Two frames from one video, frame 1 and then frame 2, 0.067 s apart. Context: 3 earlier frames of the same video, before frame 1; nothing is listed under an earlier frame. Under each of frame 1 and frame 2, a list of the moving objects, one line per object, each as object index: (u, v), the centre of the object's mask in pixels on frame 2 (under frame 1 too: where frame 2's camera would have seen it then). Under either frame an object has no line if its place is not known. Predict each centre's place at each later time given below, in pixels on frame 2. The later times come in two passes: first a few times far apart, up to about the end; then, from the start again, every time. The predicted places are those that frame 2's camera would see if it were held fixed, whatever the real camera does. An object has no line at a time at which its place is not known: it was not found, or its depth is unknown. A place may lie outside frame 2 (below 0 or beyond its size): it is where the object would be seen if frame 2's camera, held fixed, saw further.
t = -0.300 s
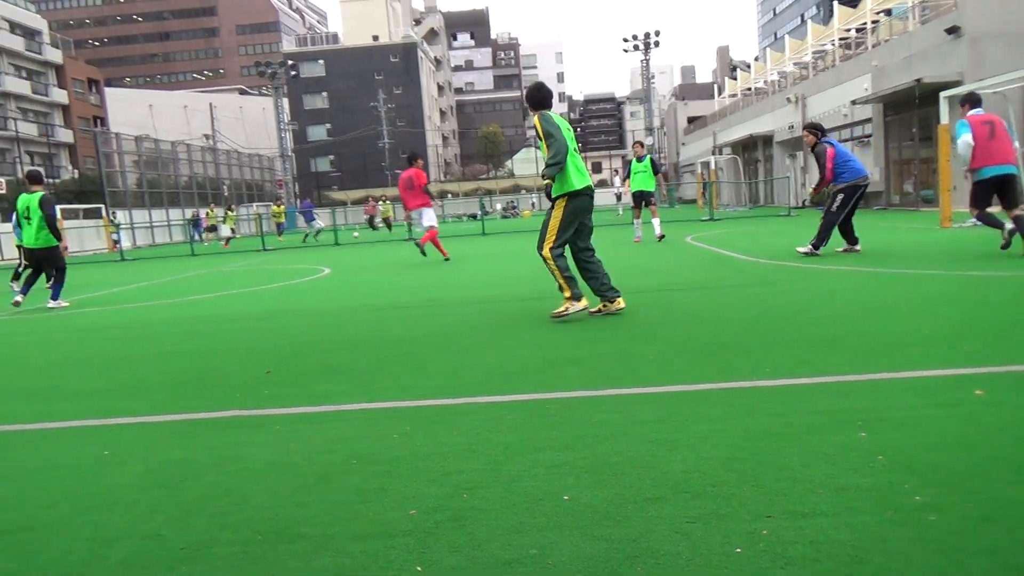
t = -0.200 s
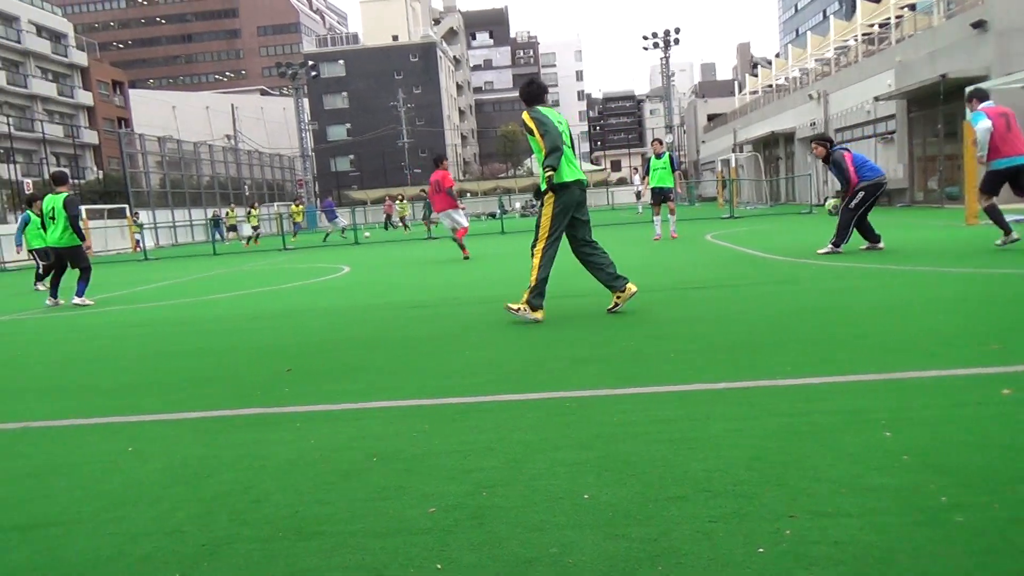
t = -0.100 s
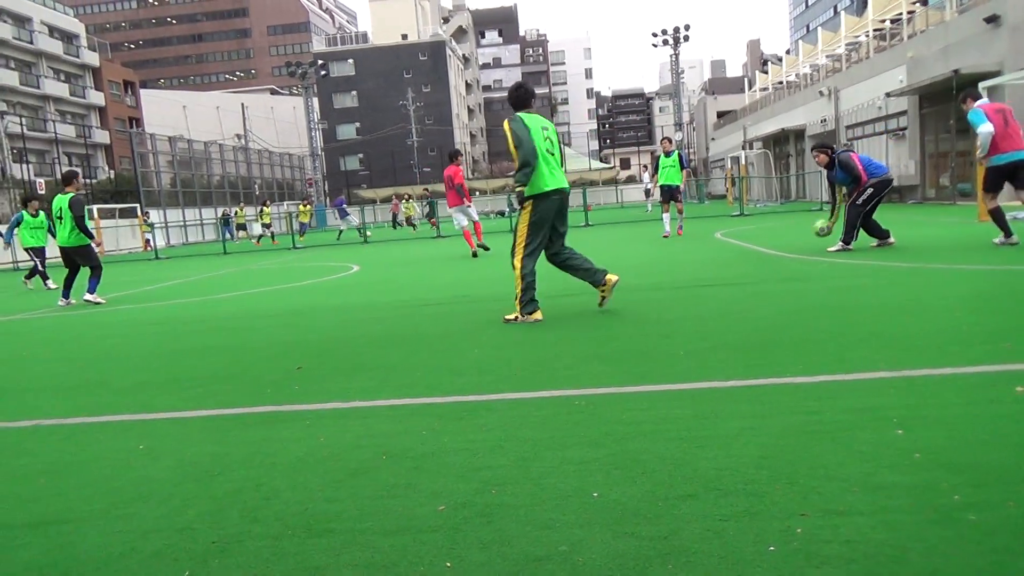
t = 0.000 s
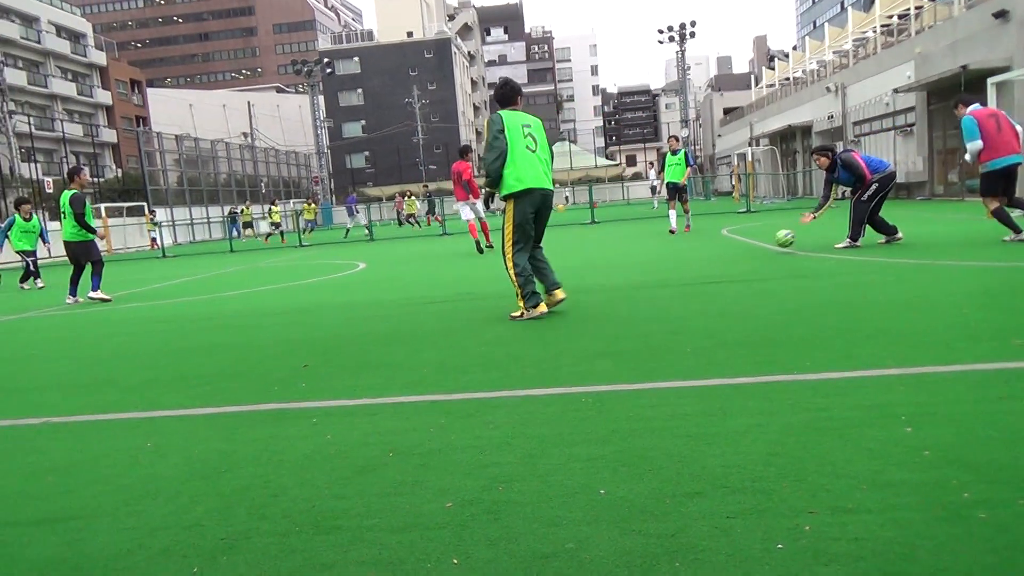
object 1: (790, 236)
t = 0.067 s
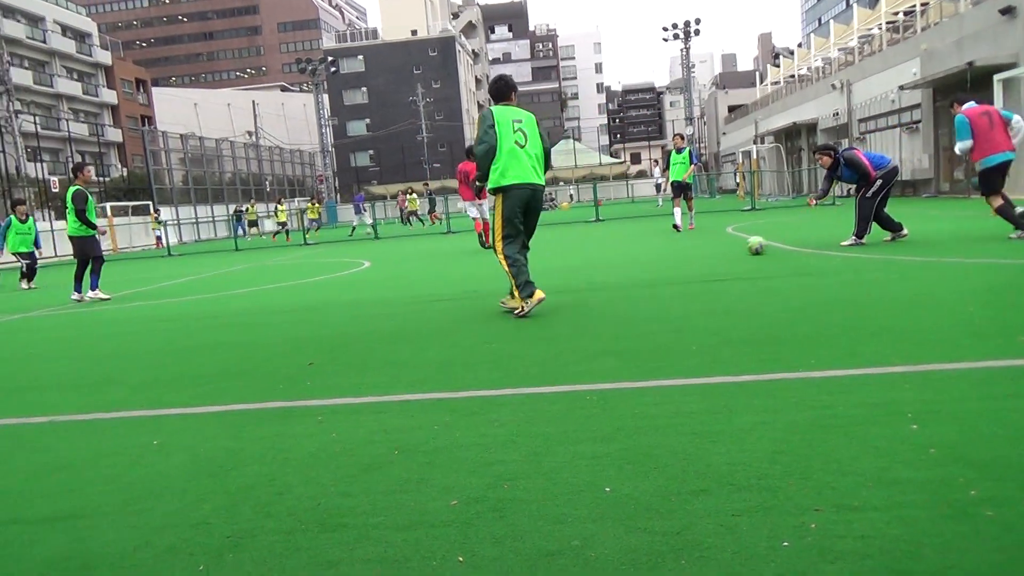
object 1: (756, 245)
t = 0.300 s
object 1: (642, 262)
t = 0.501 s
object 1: (540, 276)
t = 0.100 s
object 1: (740, 245)
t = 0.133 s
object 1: (724, 247)
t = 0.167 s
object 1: (708, 250)
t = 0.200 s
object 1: (692, 254)
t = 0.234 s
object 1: (675, 258)
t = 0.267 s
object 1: (658, 259)
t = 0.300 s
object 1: (642, 262)
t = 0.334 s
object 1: (624, 265)
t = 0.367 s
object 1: (608, 267)
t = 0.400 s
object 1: (591, 269)
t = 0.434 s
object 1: (574, 272)
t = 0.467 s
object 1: (557, 273)
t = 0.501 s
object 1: (540, 276)
